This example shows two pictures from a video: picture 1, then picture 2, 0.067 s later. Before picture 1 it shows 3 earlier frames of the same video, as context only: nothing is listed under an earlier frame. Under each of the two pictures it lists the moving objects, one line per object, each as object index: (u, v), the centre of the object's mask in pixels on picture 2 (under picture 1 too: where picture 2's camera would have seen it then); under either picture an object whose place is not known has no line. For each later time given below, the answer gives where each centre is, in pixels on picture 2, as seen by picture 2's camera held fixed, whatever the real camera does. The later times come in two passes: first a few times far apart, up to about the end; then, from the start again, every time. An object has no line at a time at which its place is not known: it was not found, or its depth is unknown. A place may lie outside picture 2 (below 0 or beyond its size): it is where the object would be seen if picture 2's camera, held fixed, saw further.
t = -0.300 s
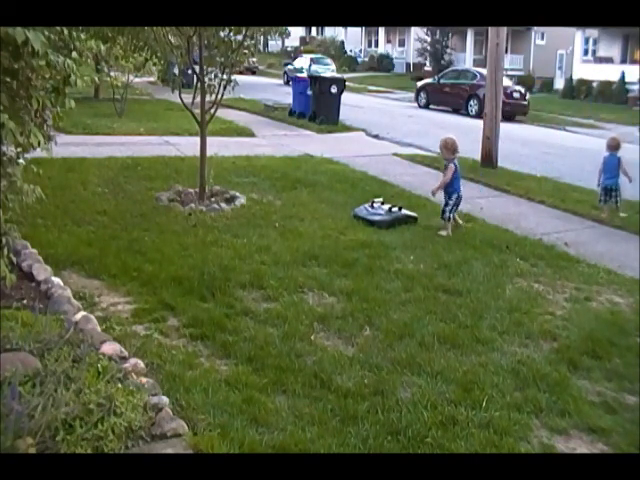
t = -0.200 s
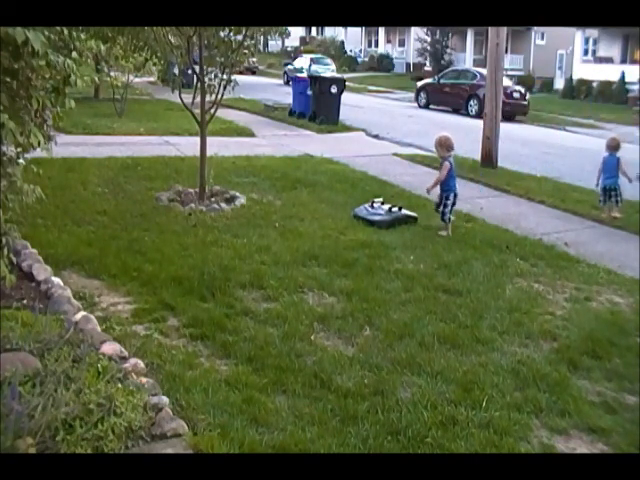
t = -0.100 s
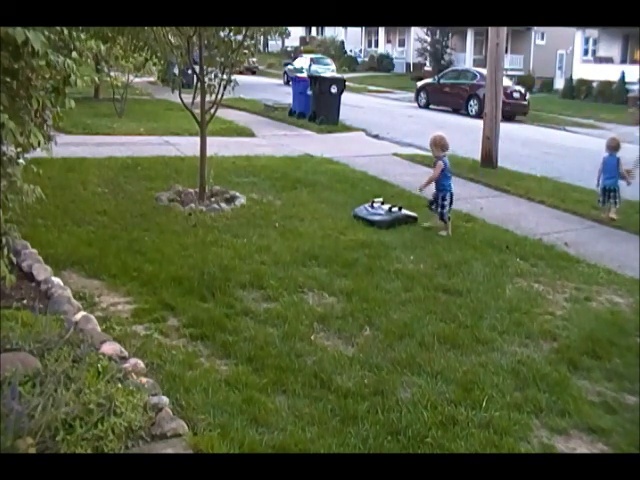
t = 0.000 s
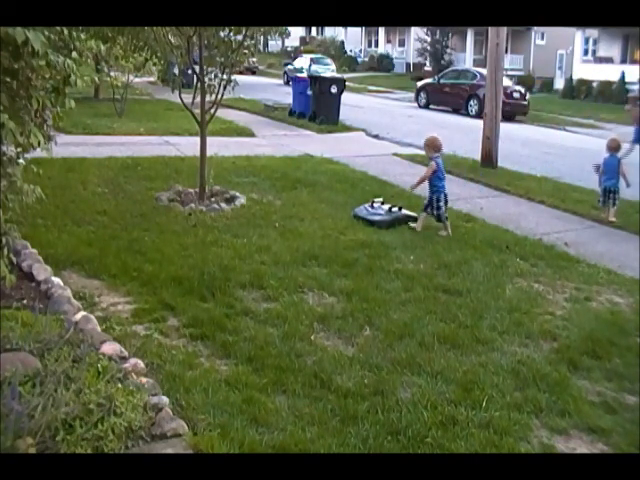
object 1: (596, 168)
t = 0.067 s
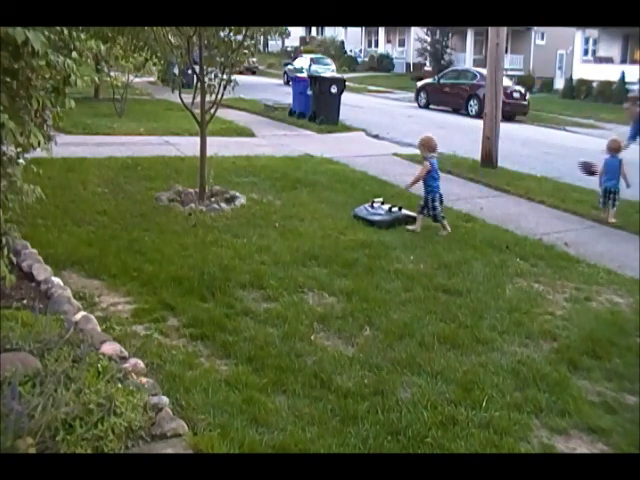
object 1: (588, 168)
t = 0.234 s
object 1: (548, 178)
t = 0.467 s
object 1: (493, 187)
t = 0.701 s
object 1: (448, 195)
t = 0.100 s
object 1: (581, 169)
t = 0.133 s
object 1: (573, 170)
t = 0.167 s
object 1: (564, 171)
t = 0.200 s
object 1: (557, 174)
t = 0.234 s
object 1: (548, 178)
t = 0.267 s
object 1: (538, 183)
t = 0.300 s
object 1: (529, 188)
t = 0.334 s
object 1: (519, 195)
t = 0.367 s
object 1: (511, 200)
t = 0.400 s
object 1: (506, 196)
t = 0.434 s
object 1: (500, 190)
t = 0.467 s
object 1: (493, 187)
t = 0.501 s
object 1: (488, 185)
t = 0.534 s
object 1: (481, 184)
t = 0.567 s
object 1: (475, 184)
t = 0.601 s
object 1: (469, 185)
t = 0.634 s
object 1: (462, 187)
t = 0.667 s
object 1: (456, 190)
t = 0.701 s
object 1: (448, 195)
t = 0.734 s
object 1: (441, 201)
